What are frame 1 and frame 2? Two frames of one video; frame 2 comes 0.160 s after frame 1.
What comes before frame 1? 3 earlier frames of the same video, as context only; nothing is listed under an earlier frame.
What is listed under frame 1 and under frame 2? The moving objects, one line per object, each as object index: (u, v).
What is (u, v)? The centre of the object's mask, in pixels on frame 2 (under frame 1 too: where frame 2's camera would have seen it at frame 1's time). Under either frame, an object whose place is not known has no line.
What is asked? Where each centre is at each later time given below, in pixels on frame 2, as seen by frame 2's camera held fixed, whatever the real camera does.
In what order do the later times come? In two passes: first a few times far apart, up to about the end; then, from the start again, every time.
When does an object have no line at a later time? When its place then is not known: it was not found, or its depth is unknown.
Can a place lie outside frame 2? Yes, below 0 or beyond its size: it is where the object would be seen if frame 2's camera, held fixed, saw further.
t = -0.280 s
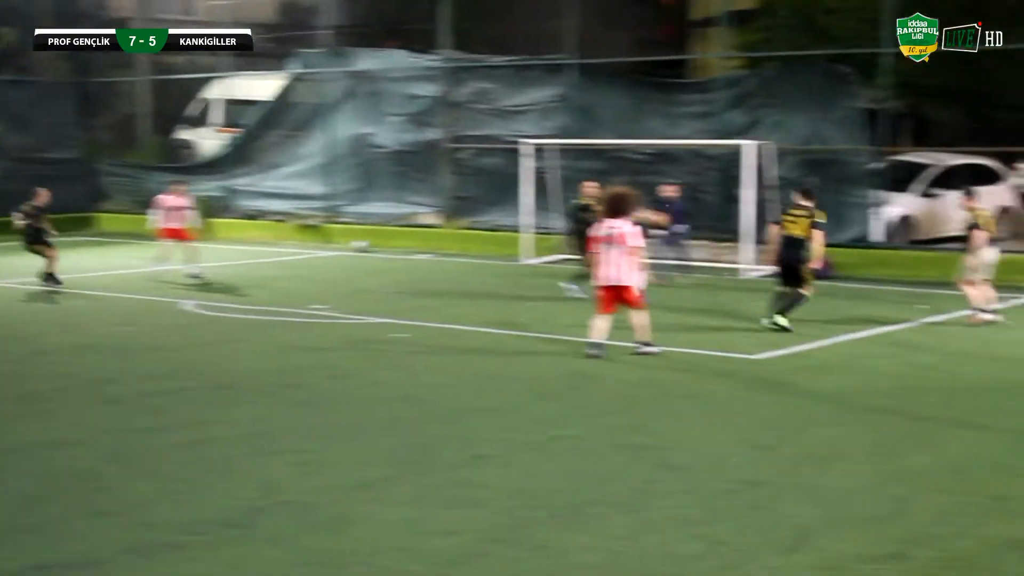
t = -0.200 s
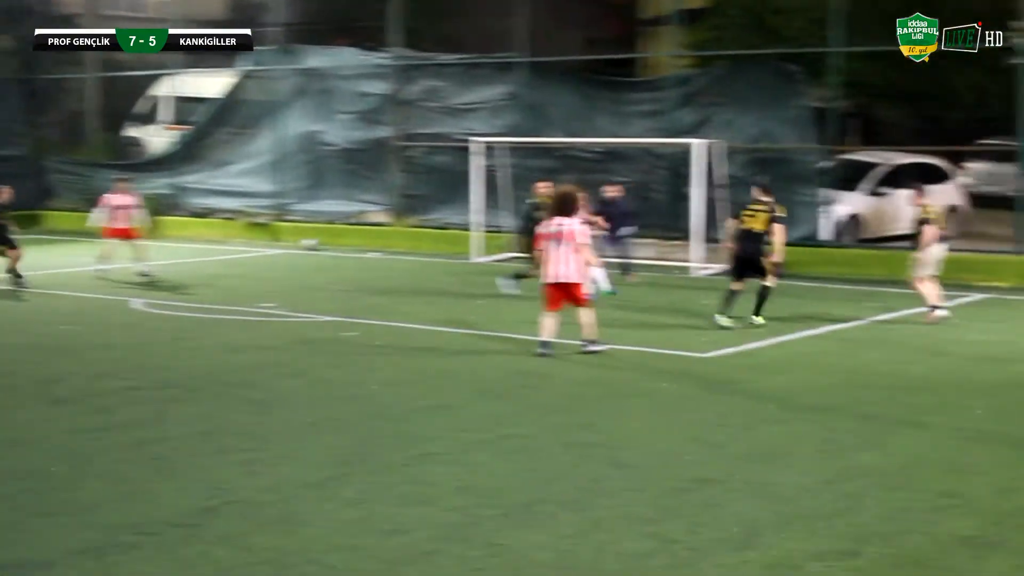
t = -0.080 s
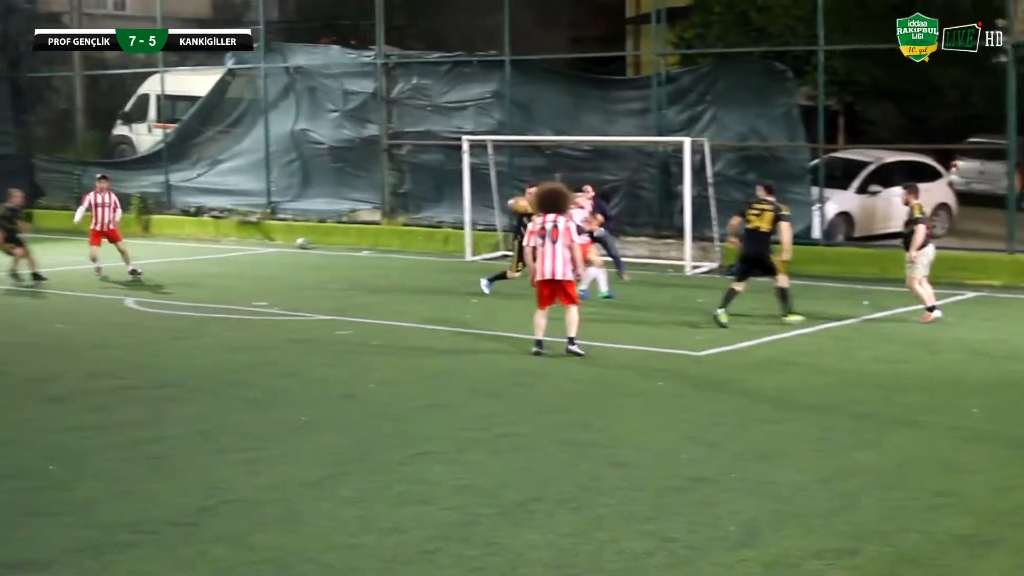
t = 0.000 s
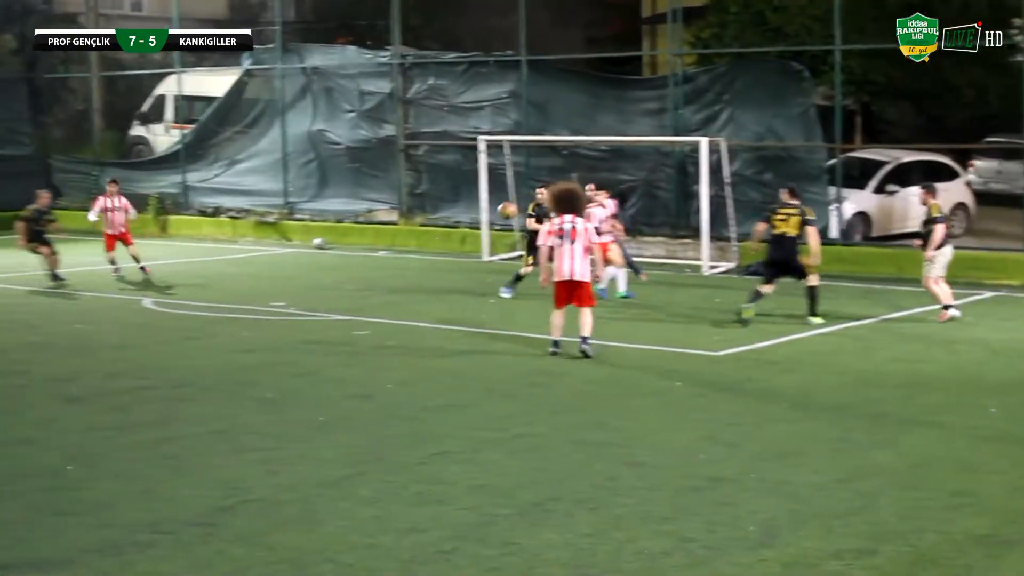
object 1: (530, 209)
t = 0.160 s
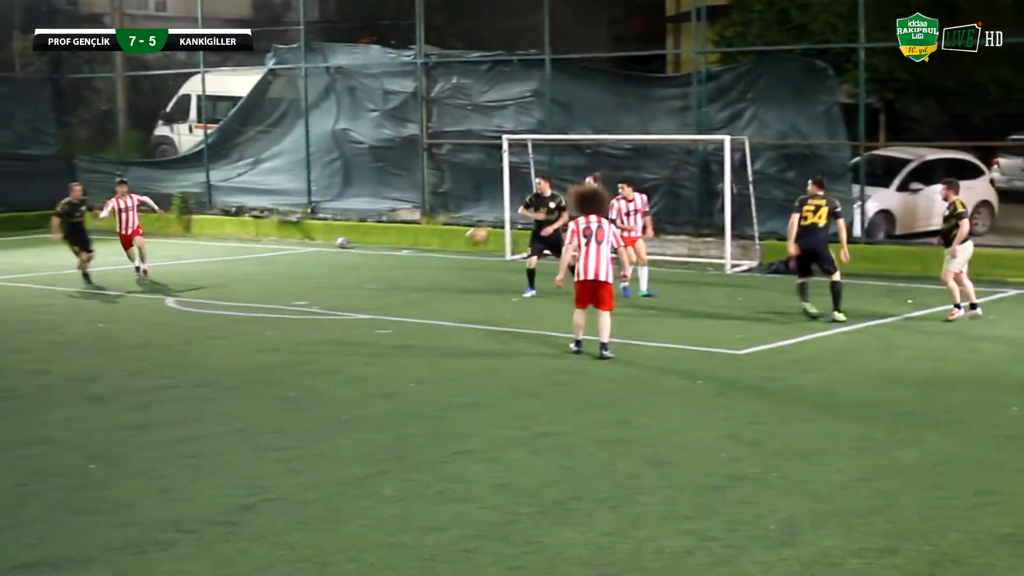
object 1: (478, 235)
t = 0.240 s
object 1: (452, 256)
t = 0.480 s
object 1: (363, 280)
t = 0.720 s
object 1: (248, 245)
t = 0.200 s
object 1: (464, 246)
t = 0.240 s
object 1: (452, 256)
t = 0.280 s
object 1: (440, 269)
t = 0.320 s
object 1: (429, 282)
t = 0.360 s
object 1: (417, 296)
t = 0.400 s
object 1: (403, 303)
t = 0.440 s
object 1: (383, 291)
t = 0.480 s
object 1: (363, 280)
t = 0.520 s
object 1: (343, 272)
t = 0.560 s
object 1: (324, 264)
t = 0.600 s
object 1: (305, 257)
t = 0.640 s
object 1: (286, 252)
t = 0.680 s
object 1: (268, 248)
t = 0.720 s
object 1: (248, 245)
